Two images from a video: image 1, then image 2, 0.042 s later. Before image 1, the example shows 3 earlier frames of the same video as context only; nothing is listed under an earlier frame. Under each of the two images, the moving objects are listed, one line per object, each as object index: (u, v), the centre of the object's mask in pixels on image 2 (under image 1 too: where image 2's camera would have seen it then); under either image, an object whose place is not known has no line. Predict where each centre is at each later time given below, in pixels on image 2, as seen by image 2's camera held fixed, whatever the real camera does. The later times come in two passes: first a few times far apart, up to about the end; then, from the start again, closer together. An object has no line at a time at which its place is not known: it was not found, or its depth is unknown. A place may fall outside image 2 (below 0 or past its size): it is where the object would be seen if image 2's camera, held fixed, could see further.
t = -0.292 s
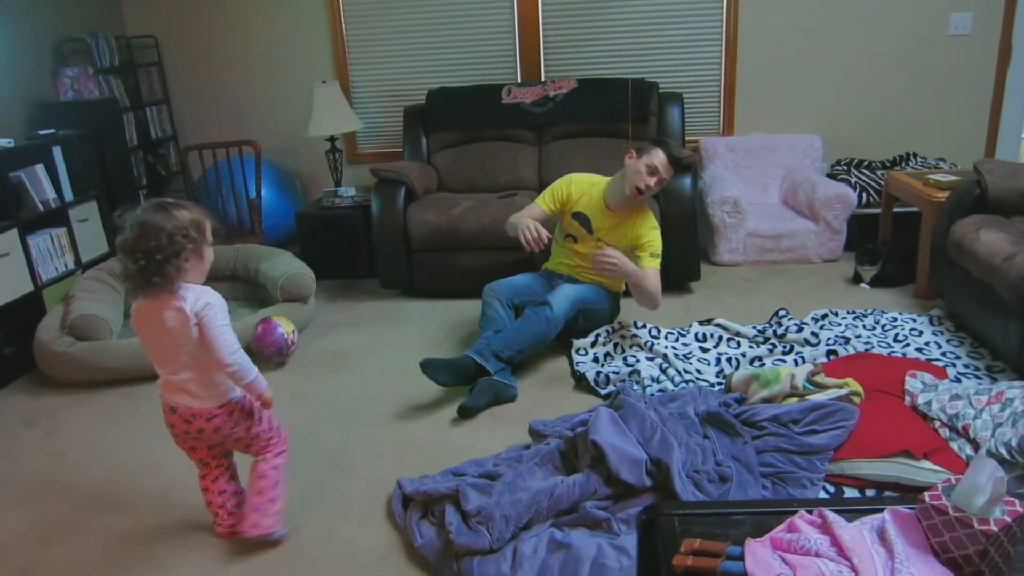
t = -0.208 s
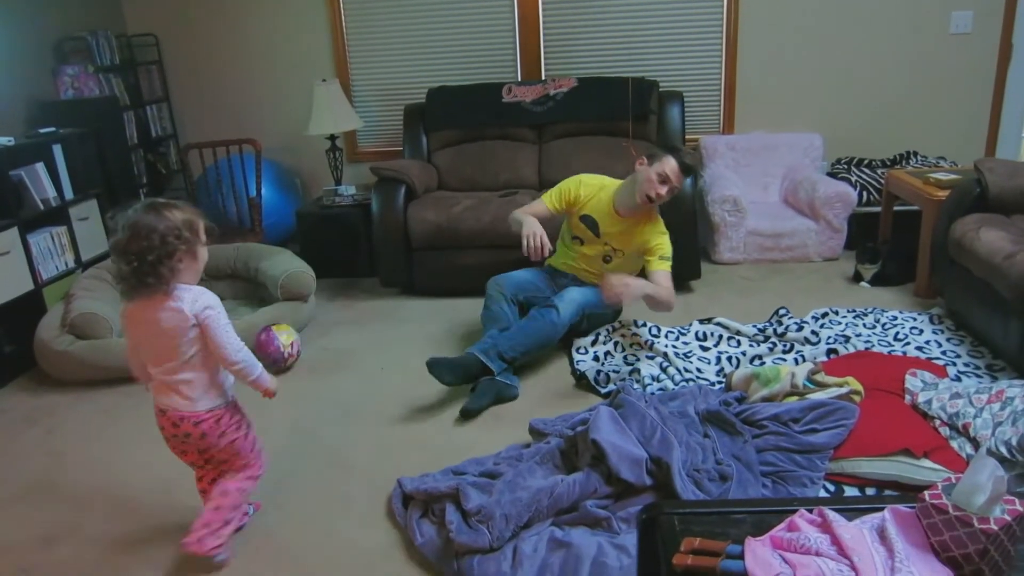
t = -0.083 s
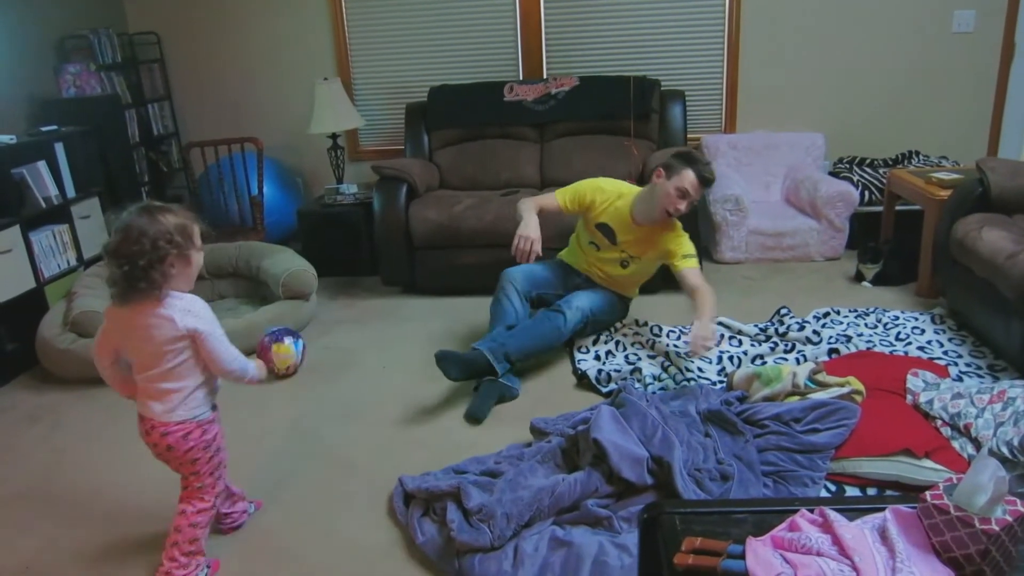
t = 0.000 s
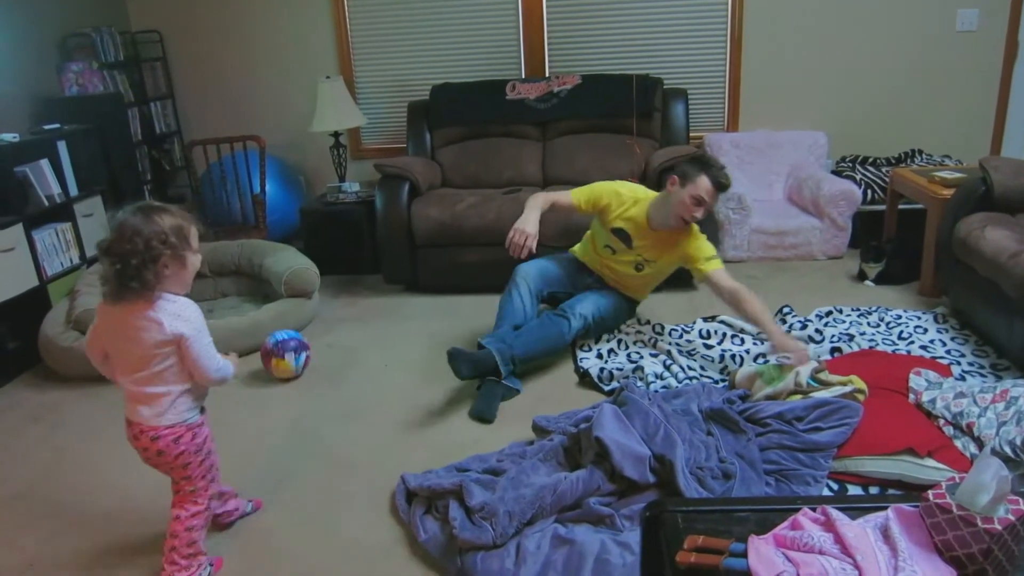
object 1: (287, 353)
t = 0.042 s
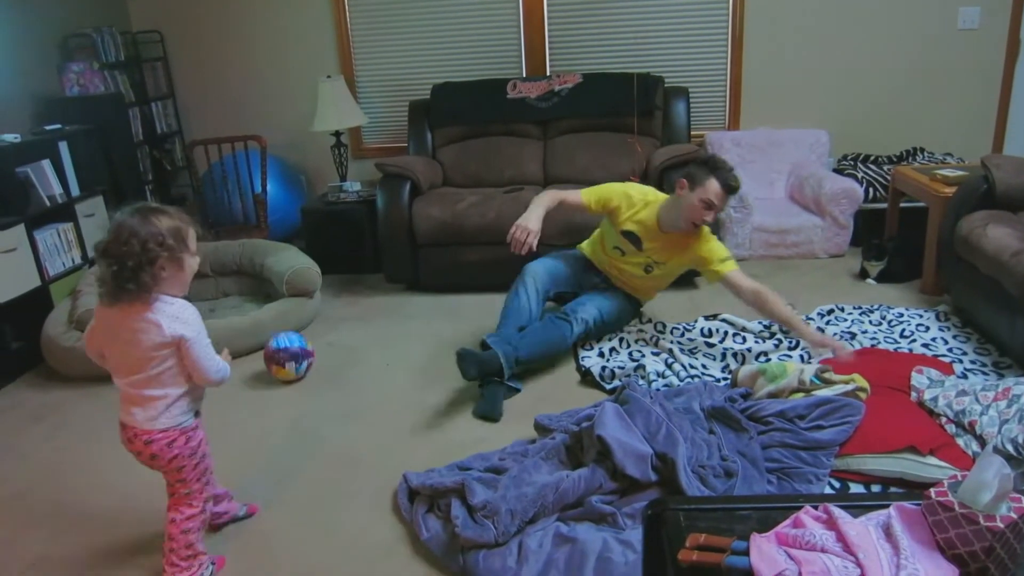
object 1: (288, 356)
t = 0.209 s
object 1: (292, 367)
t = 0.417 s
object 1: (290, 379)
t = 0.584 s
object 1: (290, 385)
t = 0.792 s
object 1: (289, 392)
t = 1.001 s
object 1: (290, 399)
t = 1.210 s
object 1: (293, 405)
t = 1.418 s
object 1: (299, 412)
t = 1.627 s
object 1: (306, 418)
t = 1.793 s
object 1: (312, 425)
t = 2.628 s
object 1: (317, 436)
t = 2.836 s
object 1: (314, 432)
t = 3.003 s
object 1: (312, 427)
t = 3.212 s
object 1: (311, 423)
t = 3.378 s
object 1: (309, 422)
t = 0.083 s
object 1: (290, 359)
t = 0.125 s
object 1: (291, 362)
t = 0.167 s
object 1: (291, 364)
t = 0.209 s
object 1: (292, 367)
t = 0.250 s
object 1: (292, 369)
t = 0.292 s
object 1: (291, 372)
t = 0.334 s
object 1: (291, 374)
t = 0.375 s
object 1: (291, 377)
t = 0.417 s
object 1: (290, 379)
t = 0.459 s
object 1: (290, 380)
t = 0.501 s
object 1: (290, 382)
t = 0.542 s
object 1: (290, 384)
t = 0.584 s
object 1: (290, 385)
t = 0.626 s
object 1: (289, 387)
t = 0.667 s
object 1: (289, 388)
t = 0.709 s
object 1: (289, 390)
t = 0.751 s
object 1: (289, 391)
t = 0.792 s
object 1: (289, 392)
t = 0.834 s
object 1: (289, 393)
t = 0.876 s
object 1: (289, 395)
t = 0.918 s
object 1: (289, 396)
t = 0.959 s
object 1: (290, 398)
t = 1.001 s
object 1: (290, 399)
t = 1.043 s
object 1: (291, 400)
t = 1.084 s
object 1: (291, 401)
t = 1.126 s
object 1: (292, 402)
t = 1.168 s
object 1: (292, 404)
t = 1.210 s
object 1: (293, 405)
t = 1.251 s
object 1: (294, 406)
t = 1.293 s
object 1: (295, 408)
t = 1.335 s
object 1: (296, 409)
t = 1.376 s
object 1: (297, 411)
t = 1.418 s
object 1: (299, 412)
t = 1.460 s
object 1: (300, 413)
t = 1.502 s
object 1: (301, 414)
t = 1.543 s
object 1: (303, 415)
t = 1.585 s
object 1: (305, 416)
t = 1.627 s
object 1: (306, 418)
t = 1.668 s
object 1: (308, 420)
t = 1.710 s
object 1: (309, 421)
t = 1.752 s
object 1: (310, 423)
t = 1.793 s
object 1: (312, 425)
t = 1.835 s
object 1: (313, 427)
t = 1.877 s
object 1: (314, 428)
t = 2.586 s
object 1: (318, 436)
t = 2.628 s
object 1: (317, 436)
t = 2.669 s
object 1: (316, 435)
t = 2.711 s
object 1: (316, 434)
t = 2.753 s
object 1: (315, 435)
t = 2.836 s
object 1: (314, 432)
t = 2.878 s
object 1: (314, 431)
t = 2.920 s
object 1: (313, 429)
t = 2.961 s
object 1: (313, 428)
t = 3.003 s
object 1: (312, 427)
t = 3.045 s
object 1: (312, 426)
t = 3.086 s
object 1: (312, 425)
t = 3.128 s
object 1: (311, 424)
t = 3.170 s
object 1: (311, 422)
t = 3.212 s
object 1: (311, 423)
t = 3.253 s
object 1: (311, 422)
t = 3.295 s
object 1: (310, 421)
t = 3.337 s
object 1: (310, 421)
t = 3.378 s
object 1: (309, 422)
